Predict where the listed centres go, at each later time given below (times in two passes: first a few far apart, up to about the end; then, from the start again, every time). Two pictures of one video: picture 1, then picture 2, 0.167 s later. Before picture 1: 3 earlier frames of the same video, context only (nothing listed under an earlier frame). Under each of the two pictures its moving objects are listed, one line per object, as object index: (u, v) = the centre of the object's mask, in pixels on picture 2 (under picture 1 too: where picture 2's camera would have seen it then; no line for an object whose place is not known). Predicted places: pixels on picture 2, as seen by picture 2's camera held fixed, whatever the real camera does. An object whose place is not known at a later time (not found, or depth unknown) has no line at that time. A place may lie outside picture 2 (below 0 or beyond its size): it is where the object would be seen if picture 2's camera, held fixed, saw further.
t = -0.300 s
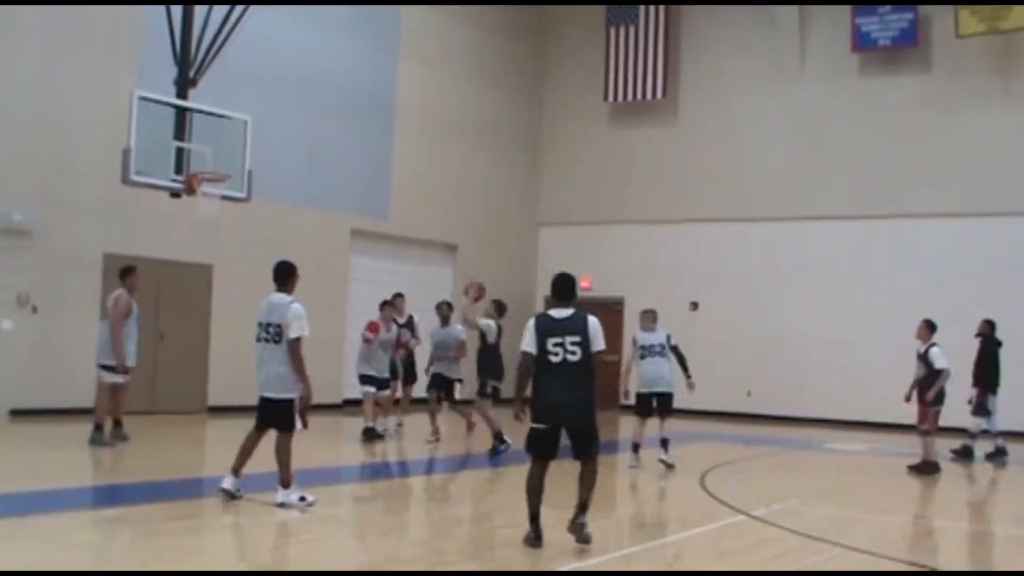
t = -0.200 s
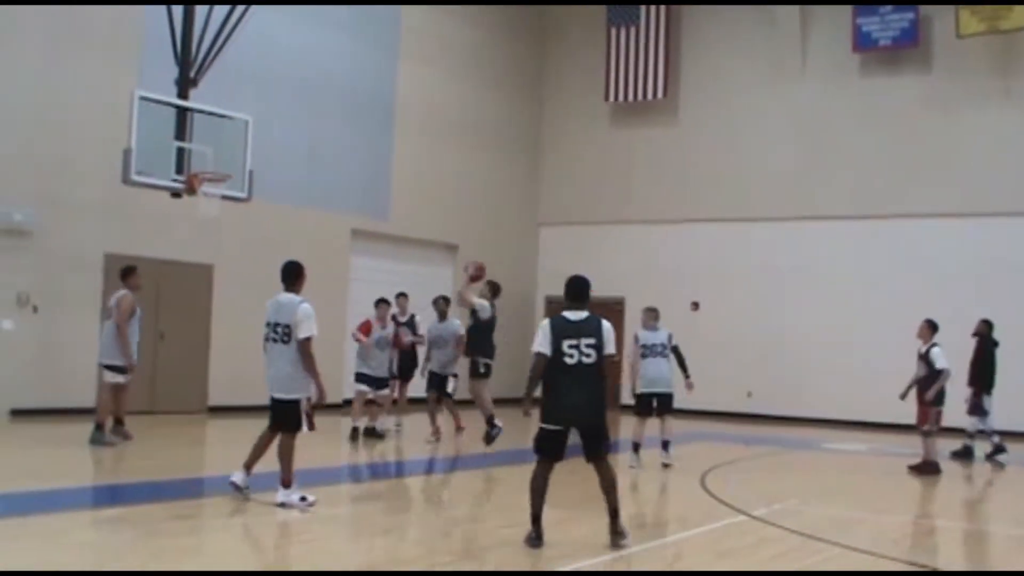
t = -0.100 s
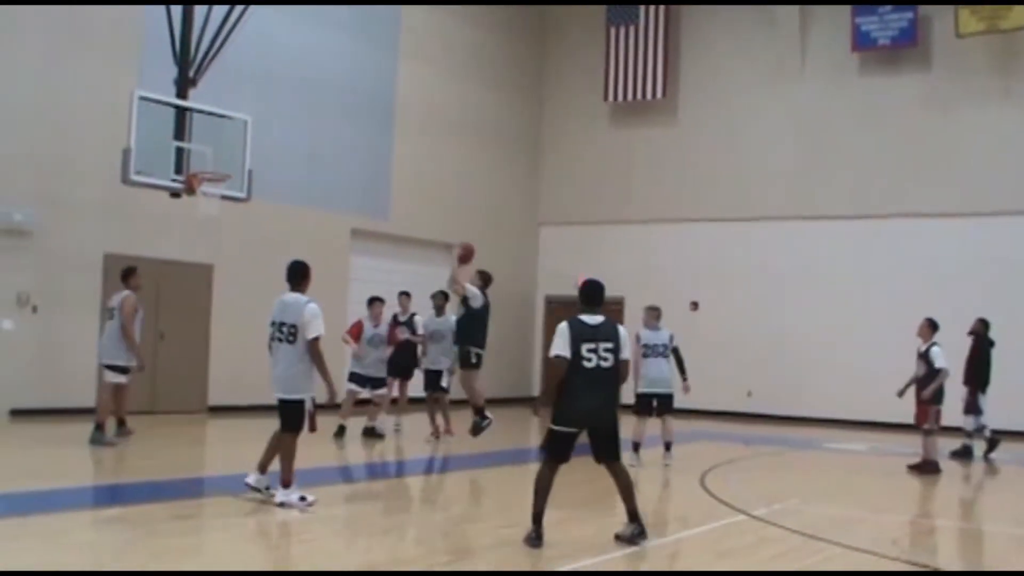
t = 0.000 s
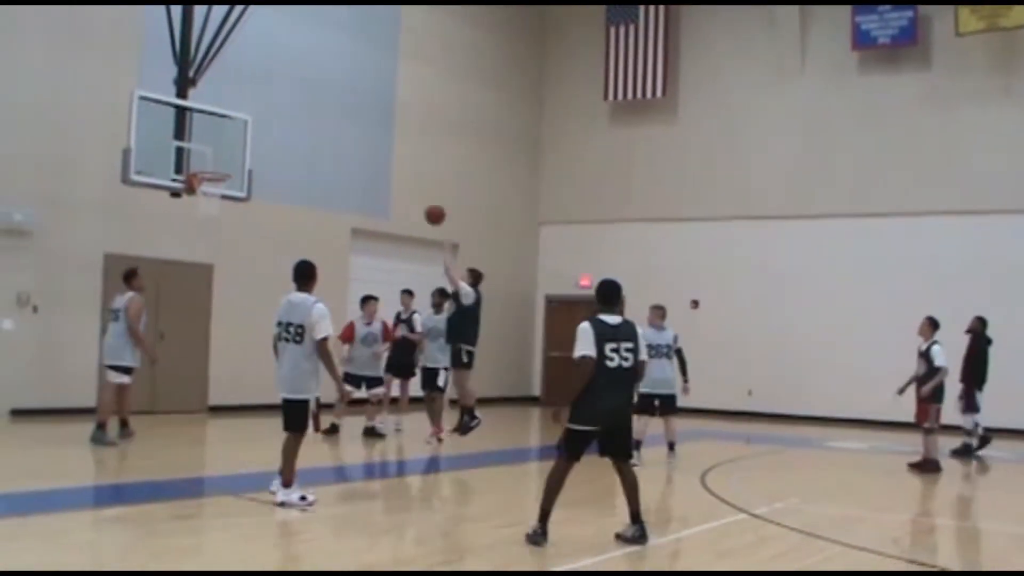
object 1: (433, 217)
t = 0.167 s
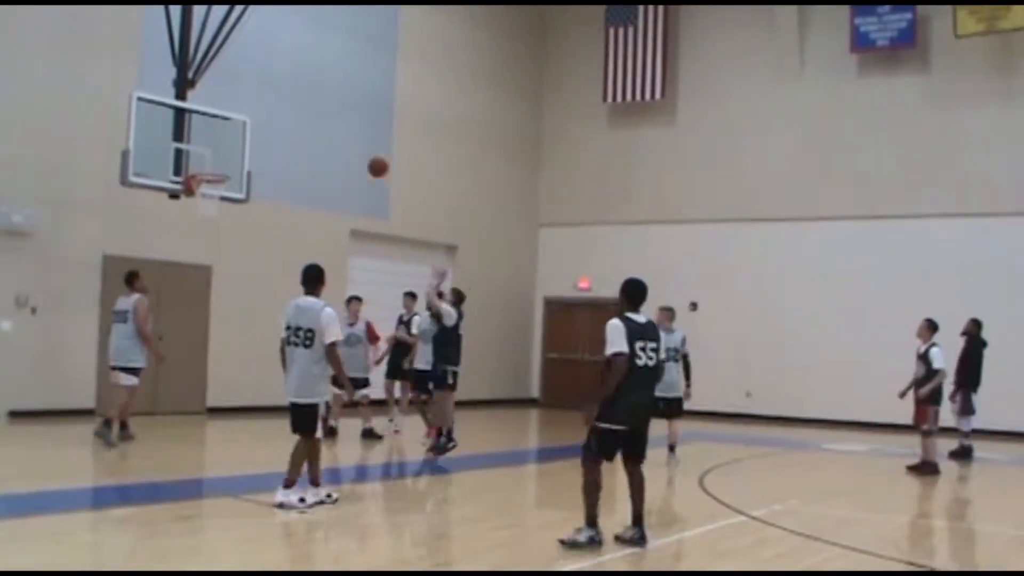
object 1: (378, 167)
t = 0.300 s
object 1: (334, 146)
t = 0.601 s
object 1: (239, 153)
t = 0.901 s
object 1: (220, 192)
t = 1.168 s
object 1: (213, 218)
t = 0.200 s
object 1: (366, 160)
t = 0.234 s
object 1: (355, 155)
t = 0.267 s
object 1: (345, 150)
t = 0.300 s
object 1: (334, 146)
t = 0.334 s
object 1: (323, 143)
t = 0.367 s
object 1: (313, 141)
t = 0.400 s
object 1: (302, 140)
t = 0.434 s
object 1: (292, 140)
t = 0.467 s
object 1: (281, 141)
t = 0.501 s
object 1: (270, 143)
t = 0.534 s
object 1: (260, 146)
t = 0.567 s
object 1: (250, 149)
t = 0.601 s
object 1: (239, 153)
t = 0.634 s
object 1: (229, 159)
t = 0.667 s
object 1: (219, 164)
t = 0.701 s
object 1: (209, 171)
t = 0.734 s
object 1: (204, 176)
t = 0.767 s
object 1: (209, 180)
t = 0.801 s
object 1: (214, 183)
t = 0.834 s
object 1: (218, 187)
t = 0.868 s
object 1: (219, 188)
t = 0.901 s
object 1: (220, 192)
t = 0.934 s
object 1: (221, 191)
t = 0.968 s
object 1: (220, 194)
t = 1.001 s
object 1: (220, 195)
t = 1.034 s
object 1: (219, 199)
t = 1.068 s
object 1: (218, 204)
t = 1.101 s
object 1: (217, 205)
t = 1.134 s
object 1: (215, 212)
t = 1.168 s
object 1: (213, 218)
